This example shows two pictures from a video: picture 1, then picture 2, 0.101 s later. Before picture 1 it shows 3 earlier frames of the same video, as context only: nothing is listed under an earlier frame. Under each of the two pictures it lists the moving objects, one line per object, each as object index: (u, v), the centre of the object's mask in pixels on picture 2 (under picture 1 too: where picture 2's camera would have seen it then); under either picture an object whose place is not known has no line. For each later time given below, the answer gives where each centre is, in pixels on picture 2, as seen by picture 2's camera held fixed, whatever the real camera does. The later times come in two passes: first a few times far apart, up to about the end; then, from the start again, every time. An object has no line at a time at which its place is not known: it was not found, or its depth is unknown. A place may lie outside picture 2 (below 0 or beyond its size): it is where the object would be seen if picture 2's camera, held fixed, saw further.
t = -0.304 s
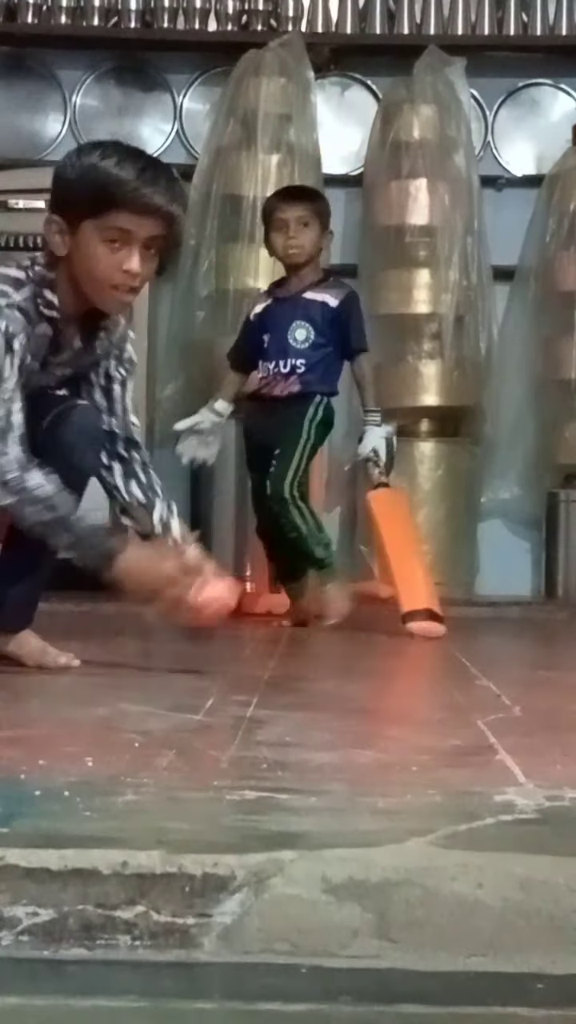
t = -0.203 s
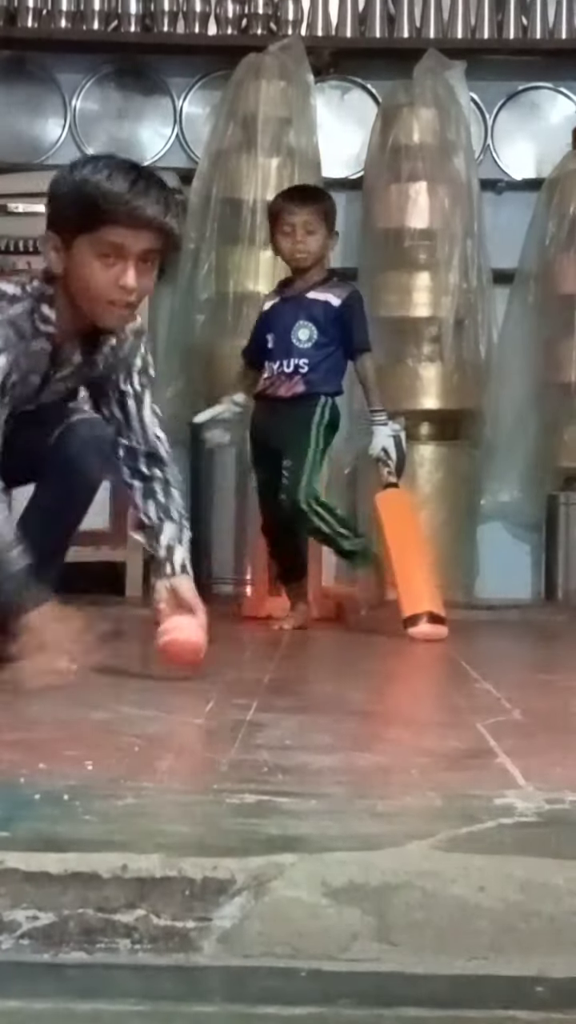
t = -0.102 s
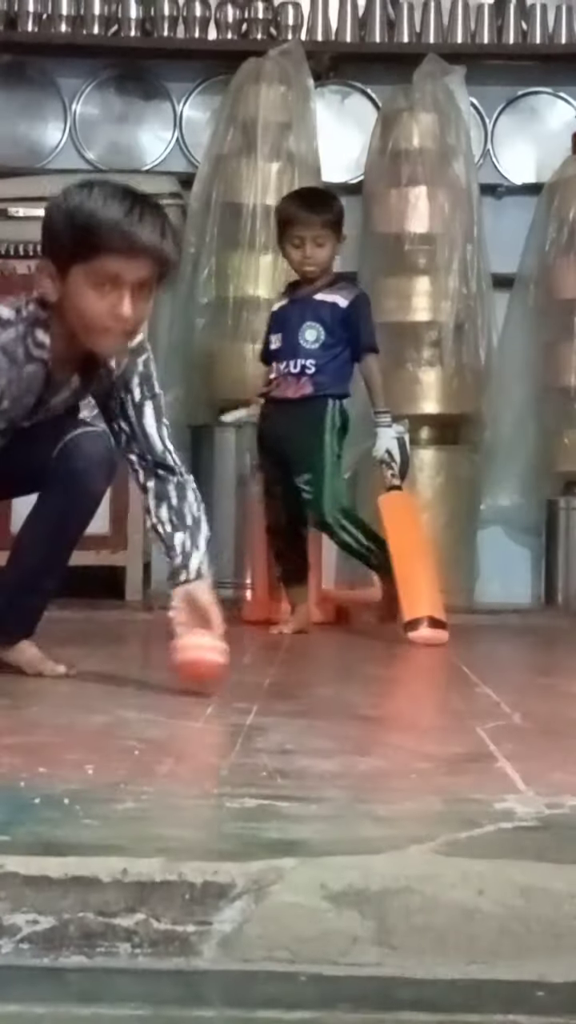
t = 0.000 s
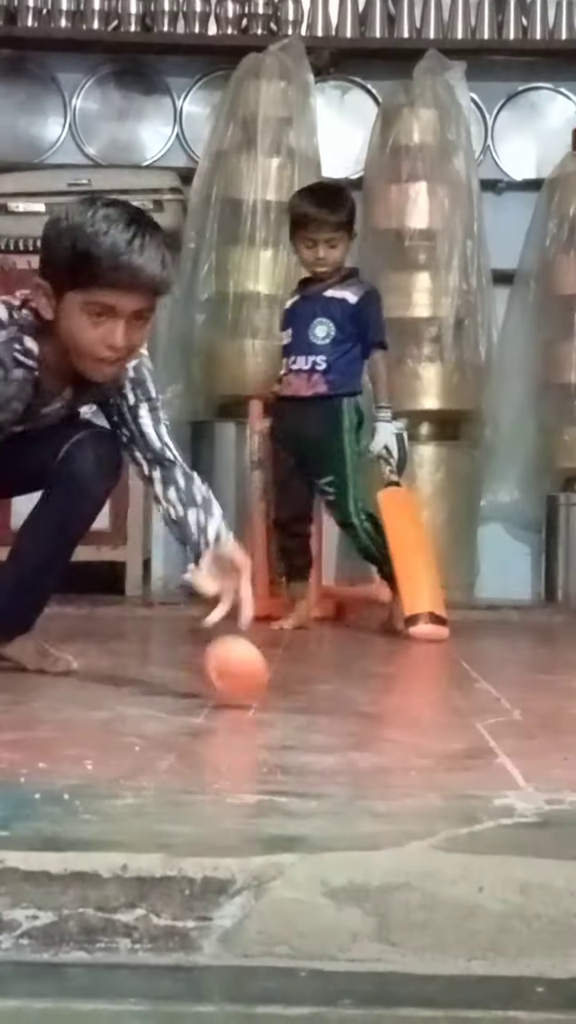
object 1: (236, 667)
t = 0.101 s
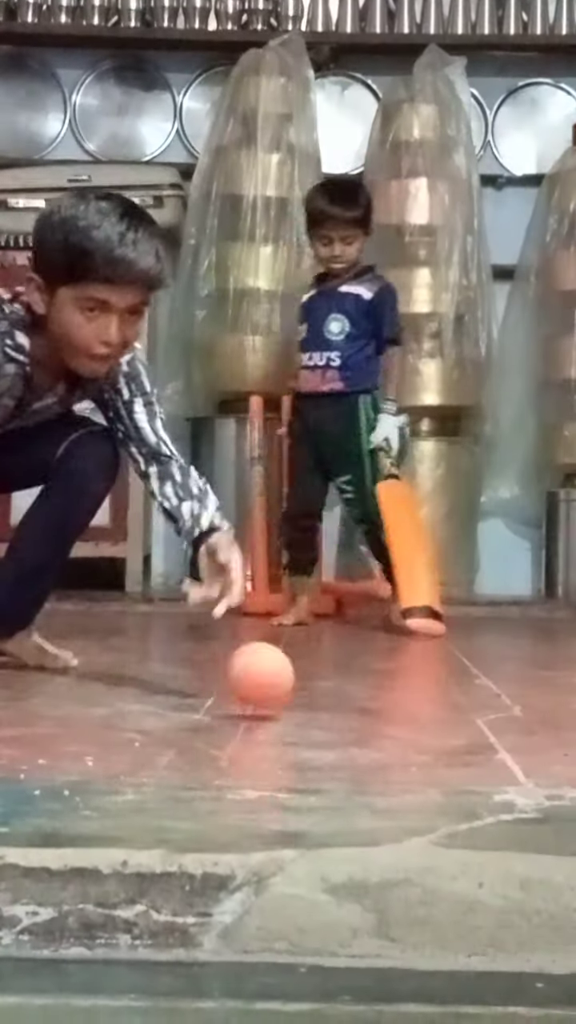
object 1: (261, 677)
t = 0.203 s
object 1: (287, 694)
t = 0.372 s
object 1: (346, 732)
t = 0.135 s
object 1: (269, 689)
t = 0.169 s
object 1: (278, 691)
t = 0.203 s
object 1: (287, 694)
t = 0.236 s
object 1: (298, 707)
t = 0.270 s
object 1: (309, 711)
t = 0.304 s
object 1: (320, 718)
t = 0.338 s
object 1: (332, 723)
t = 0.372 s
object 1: (346, 732)
